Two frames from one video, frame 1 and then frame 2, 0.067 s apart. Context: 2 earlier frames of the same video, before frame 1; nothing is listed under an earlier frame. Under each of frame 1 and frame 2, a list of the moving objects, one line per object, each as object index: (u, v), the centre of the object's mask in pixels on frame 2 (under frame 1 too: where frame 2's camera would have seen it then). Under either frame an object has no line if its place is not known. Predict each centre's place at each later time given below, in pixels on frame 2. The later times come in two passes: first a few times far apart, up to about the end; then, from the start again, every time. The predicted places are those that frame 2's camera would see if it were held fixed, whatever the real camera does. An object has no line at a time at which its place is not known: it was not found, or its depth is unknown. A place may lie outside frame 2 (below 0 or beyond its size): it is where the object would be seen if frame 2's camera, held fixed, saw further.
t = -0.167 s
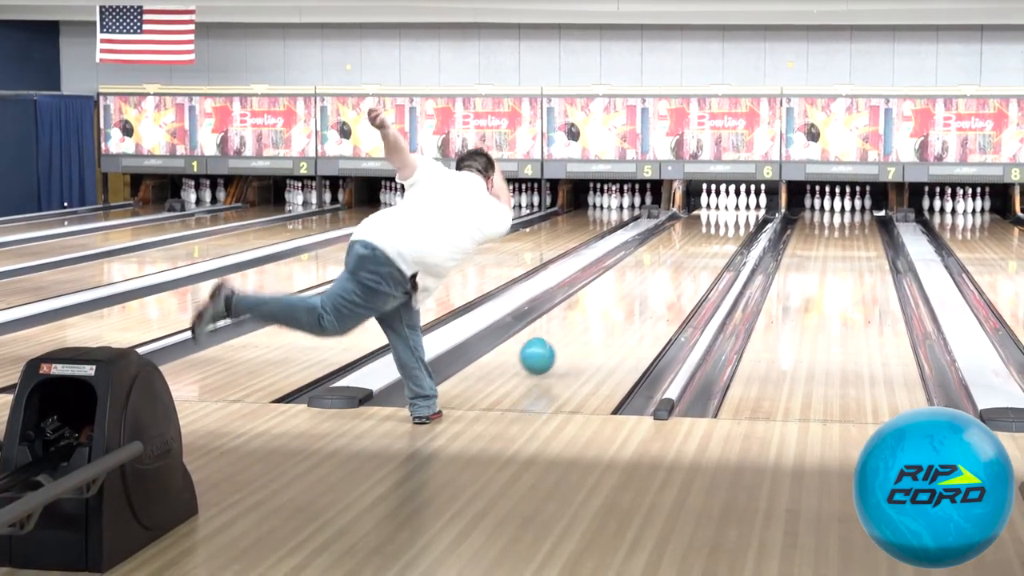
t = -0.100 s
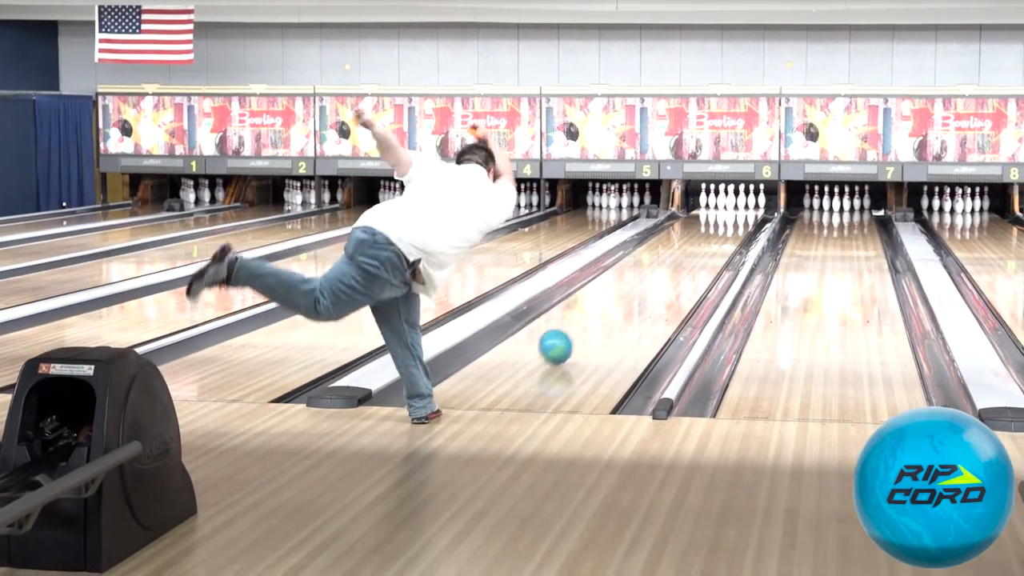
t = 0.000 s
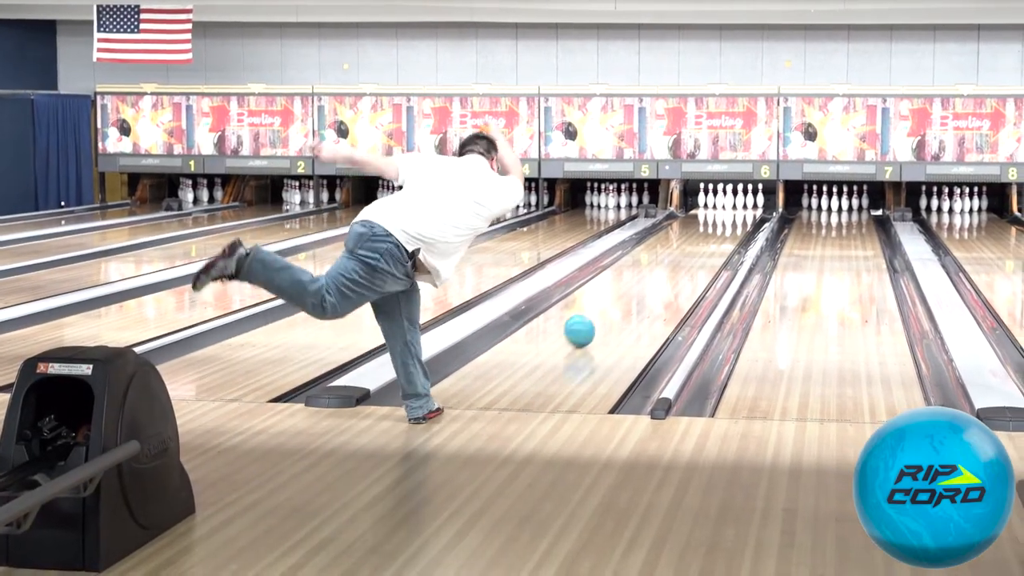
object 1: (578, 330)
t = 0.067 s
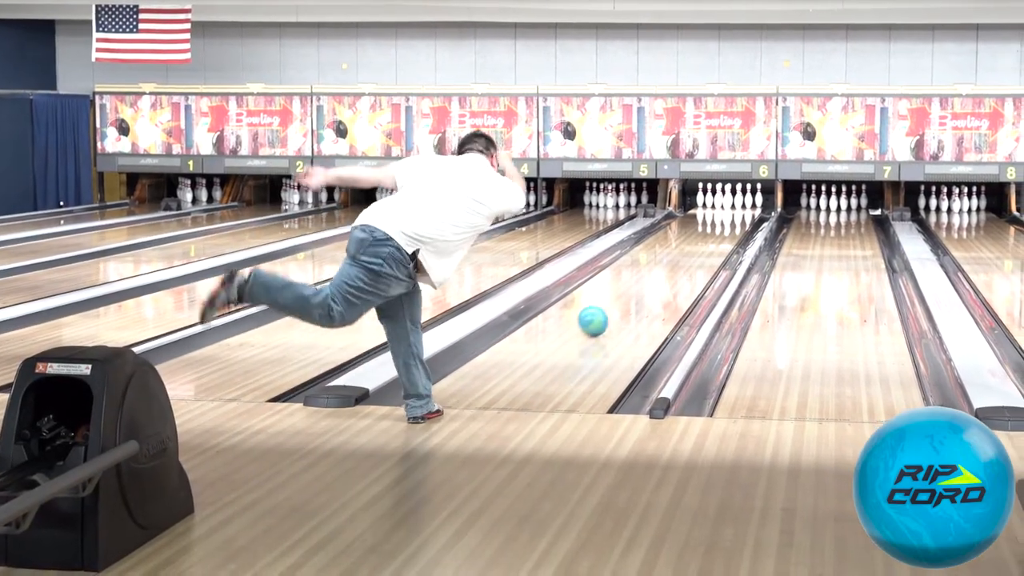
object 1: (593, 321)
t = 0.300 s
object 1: (636, 292)
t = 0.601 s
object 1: (675, 265)
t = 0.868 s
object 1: (700, 246)
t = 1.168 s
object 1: (720, 231)
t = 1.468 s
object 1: (731, 219)
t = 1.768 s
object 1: (735, 209)
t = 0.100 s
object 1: (600, 316)
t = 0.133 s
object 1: (607, 312)
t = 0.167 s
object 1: (613, 307)
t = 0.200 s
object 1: (619, 303)
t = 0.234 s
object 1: (625, 299)
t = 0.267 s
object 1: (631, 296)
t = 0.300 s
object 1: (636, 292)
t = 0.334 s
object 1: (641, 289)
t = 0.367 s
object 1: (645, 285)
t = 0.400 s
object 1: (650, 282)
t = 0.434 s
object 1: (655, 279)
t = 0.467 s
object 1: (660, 275)
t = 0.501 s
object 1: (663, 273)
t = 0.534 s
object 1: (667, 270)
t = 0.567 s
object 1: (671, 267)
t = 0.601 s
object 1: (675, 265)
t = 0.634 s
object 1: (678, 262)
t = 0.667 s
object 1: (682, 260)
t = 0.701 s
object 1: (685, 257)
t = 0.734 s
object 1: (688, 255)
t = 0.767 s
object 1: (691, 252)
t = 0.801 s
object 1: (694, 250)
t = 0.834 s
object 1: (697, 248)
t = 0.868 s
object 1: (700, 246)
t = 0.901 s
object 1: (702, 244)
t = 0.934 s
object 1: (705, 242)
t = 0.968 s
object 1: (707, 240)
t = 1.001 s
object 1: (710, 238)
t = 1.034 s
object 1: (712, 236)
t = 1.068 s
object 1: (713, 235)
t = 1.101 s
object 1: (716, 234)
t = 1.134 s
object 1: (717, 232)
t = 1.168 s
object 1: (720, 231)
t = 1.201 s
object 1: (720, 229)
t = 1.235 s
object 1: (723, 228)
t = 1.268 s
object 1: (725, 226)
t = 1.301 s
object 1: (726, 225)
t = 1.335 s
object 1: (727, 224)
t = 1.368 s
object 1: (728, 222)
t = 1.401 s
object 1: (729, 221)
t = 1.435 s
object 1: (730, 220)
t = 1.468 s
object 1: (731, 219)
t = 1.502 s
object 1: (732, 217)
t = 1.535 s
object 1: (733, 216)
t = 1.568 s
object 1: (733, 216)
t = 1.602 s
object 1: (734, 214)
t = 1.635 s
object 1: (734, 213)
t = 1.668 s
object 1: (734, 212)
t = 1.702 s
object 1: (735, 212)
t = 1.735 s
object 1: (735, 211)
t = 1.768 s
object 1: (735, 209)
